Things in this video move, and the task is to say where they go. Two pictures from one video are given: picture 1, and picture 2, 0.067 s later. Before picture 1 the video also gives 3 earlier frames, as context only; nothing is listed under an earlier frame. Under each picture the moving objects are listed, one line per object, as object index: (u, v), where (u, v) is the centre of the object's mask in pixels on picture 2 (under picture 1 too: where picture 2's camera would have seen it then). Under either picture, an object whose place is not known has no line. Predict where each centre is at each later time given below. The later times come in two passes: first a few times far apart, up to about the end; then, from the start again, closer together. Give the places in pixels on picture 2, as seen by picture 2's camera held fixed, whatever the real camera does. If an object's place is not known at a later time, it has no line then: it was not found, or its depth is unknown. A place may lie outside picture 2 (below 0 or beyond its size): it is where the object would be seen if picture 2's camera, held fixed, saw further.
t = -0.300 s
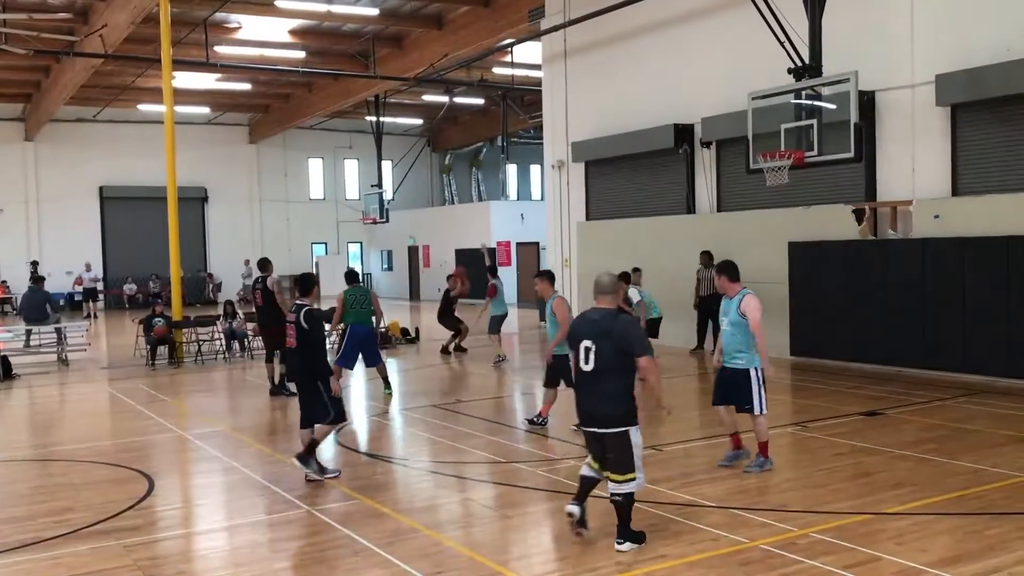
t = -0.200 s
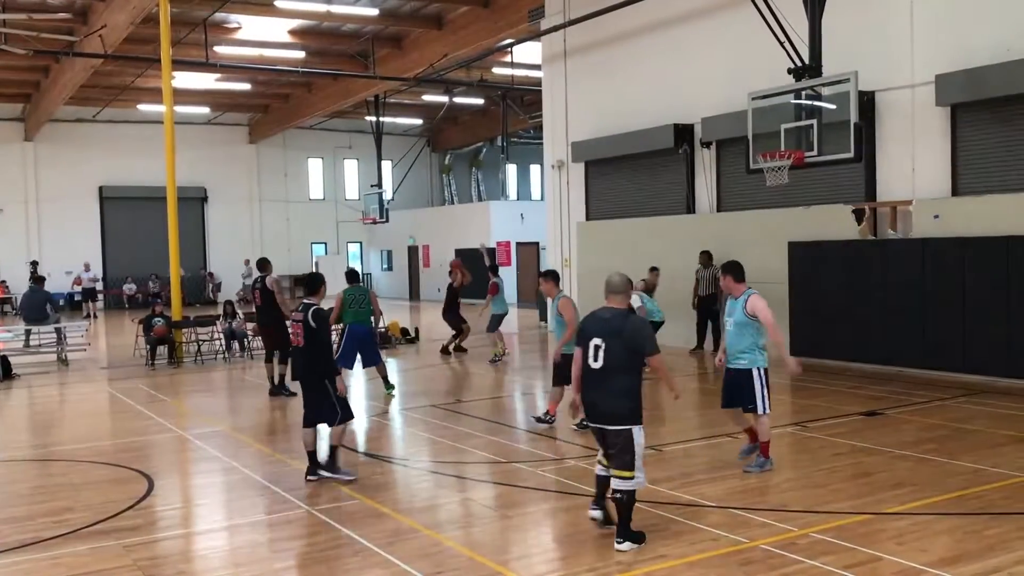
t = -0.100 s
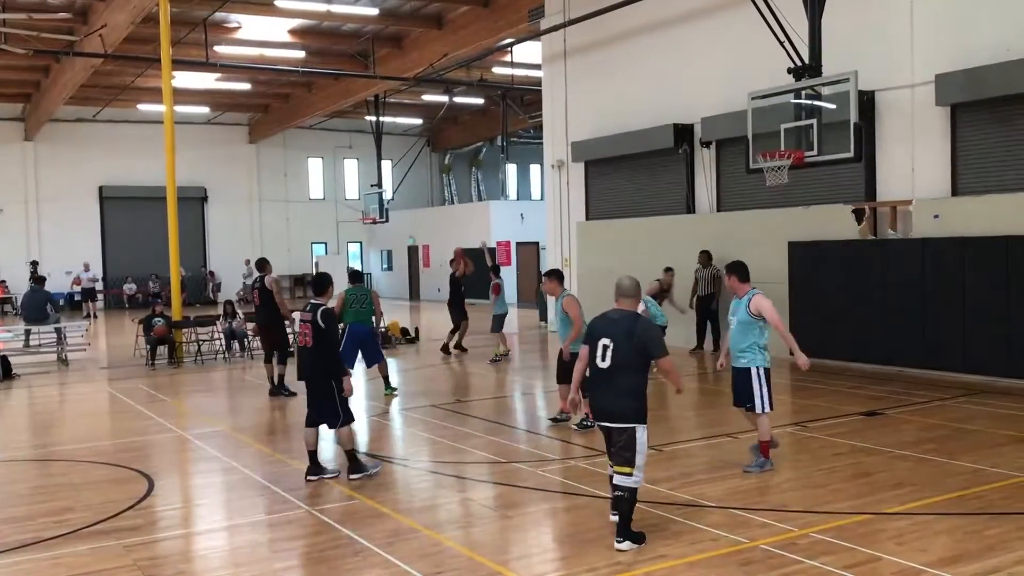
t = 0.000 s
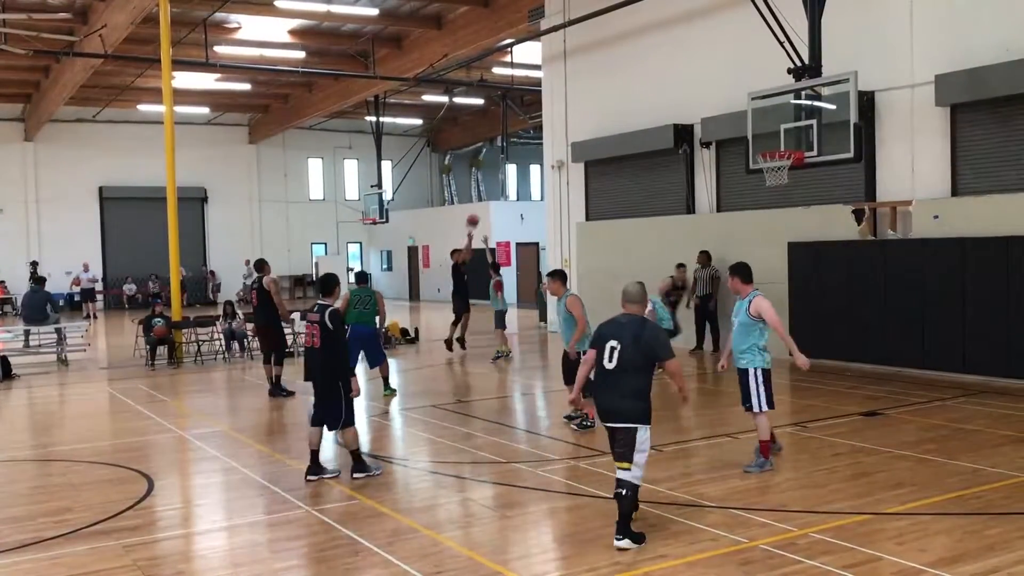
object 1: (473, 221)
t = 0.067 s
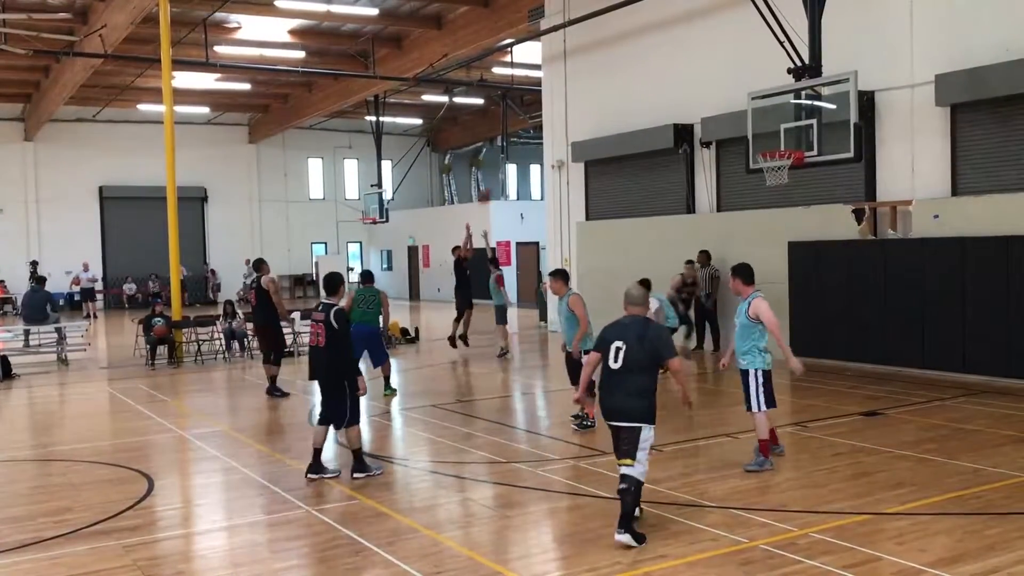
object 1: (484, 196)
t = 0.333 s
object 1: (536, 115)
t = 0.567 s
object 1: (586, 71)
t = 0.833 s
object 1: (651, 61)
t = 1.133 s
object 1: (734, 111)
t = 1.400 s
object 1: (797, 169)
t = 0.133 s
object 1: (497, 173)
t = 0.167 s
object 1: (501, 163)
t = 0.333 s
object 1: (536, 115)
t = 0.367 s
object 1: (543, 107)
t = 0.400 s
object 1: (549, 100)
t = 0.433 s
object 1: (556, 93)
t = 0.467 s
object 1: (564, 87)
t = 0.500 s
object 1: (571, 81)
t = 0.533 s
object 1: (579, 76)
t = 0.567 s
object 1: (586, 71)
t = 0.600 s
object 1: (594, 68)
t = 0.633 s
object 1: (602, 65)
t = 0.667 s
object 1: (609, 62)
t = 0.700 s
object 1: (617, 61)
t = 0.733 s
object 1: (626, 60)
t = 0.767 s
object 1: (634, 59)
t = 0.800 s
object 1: (642, 60)
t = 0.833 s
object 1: (651, 61)
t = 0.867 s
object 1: (659, 64)
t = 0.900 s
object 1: (668, 66)
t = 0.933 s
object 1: (677, 70)
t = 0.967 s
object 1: (686, 75)
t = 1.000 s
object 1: (696, 80)
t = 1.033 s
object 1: (705, 86)
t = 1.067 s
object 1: (715, 94)
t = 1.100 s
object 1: (724, 102)
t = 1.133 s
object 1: (734, 111)
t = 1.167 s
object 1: (743, 120)
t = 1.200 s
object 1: (756, 132)
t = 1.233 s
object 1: (765, 144)
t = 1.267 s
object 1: (772, 159)
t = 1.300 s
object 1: (789, 164)
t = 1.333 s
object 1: (793, 166)
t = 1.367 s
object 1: (794, 169)
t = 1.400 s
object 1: (797, 169)
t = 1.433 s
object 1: (802, 176)
